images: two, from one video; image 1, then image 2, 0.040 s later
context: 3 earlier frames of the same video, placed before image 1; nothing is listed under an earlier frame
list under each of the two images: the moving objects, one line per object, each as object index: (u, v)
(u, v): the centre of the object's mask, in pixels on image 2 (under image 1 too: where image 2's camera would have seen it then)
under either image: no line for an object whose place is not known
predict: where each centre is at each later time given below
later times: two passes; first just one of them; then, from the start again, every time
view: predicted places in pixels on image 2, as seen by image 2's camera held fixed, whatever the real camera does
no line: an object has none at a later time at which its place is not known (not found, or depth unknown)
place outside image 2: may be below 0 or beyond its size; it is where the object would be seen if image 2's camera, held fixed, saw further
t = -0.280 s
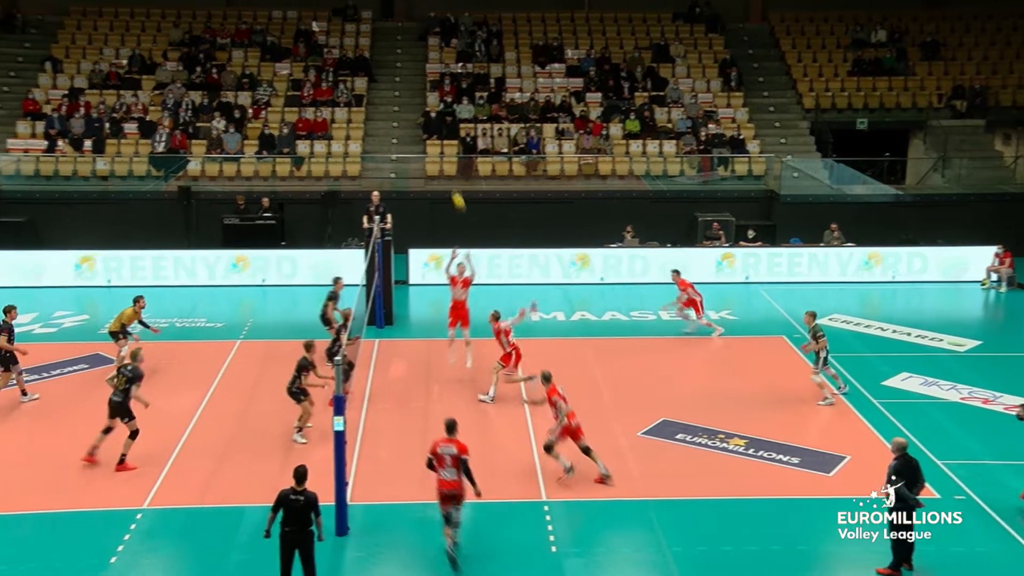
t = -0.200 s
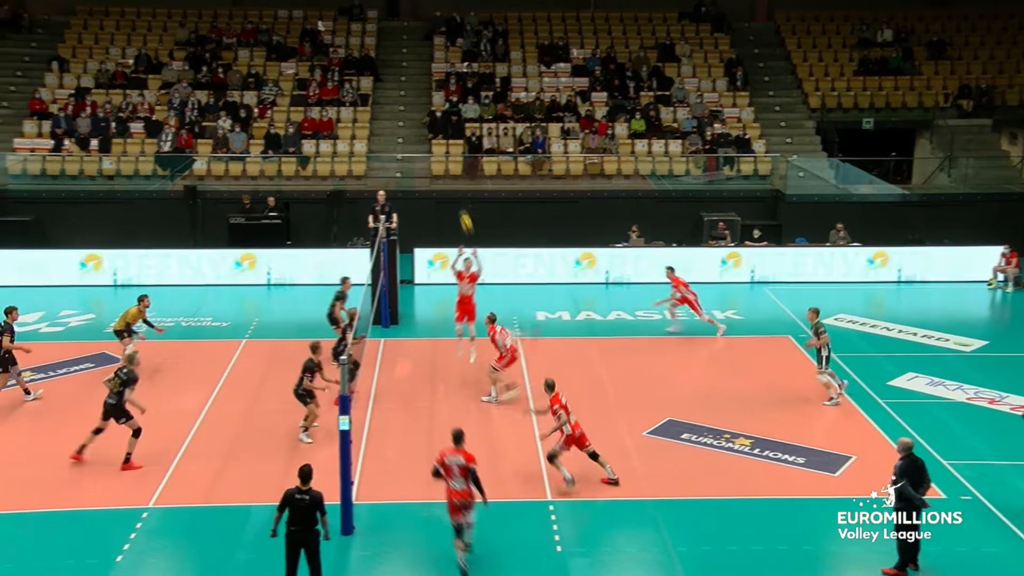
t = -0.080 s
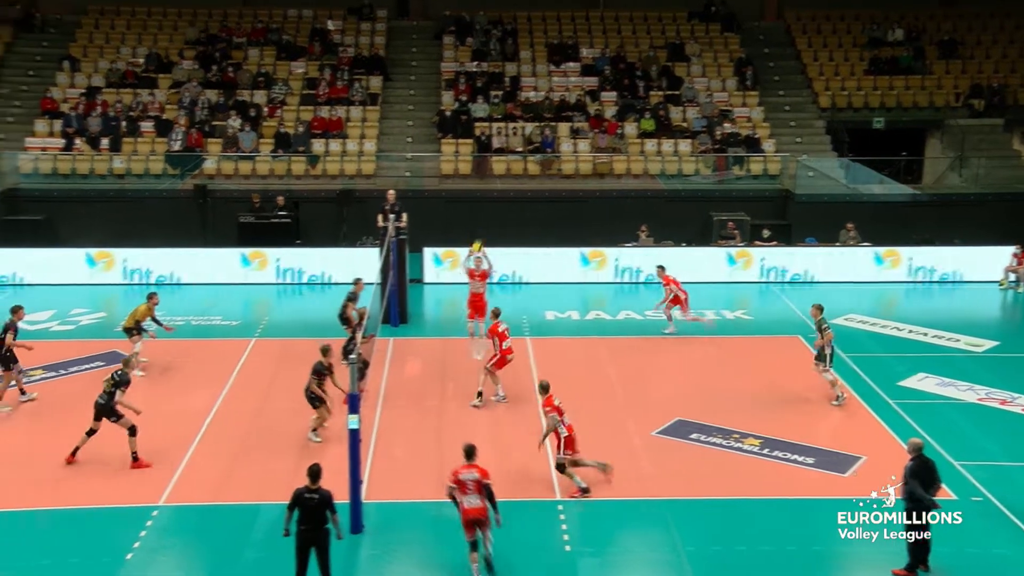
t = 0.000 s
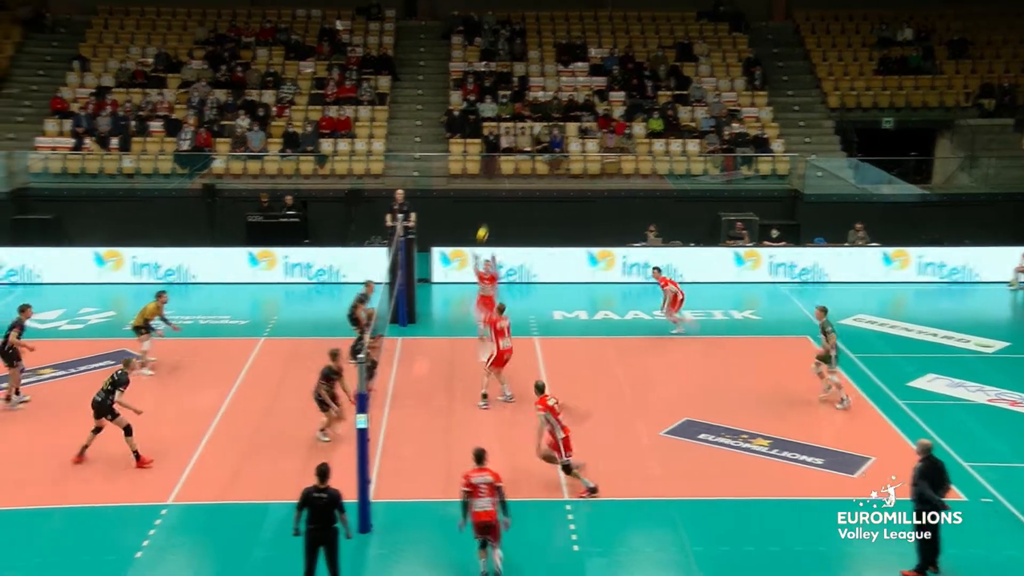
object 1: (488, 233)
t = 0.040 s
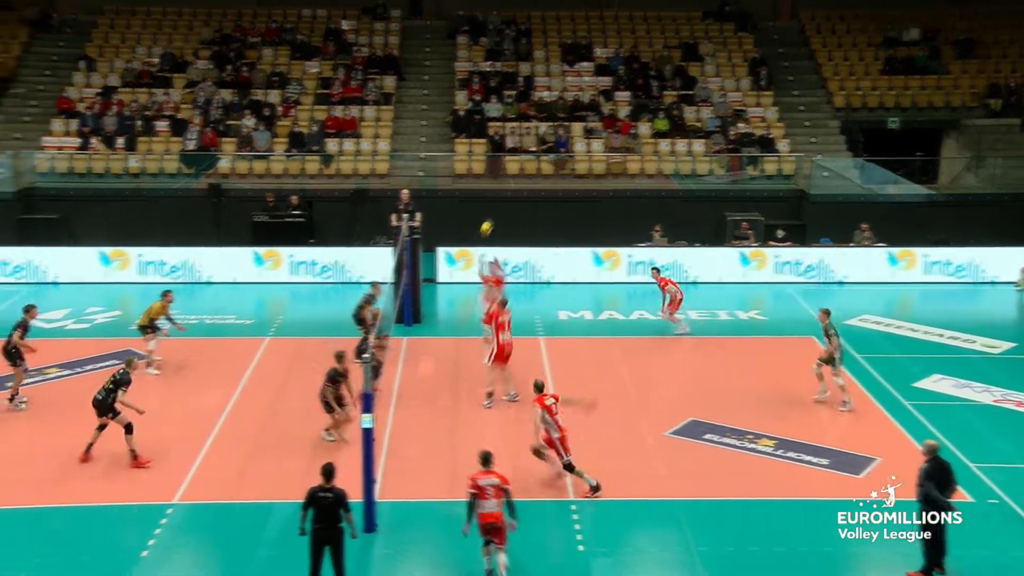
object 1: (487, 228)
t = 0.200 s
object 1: (481, 212)
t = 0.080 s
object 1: (485, 223)
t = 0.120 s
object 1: (484, 218)
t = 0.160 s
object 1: (482, 215)
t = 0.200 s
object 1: (481, 212)
